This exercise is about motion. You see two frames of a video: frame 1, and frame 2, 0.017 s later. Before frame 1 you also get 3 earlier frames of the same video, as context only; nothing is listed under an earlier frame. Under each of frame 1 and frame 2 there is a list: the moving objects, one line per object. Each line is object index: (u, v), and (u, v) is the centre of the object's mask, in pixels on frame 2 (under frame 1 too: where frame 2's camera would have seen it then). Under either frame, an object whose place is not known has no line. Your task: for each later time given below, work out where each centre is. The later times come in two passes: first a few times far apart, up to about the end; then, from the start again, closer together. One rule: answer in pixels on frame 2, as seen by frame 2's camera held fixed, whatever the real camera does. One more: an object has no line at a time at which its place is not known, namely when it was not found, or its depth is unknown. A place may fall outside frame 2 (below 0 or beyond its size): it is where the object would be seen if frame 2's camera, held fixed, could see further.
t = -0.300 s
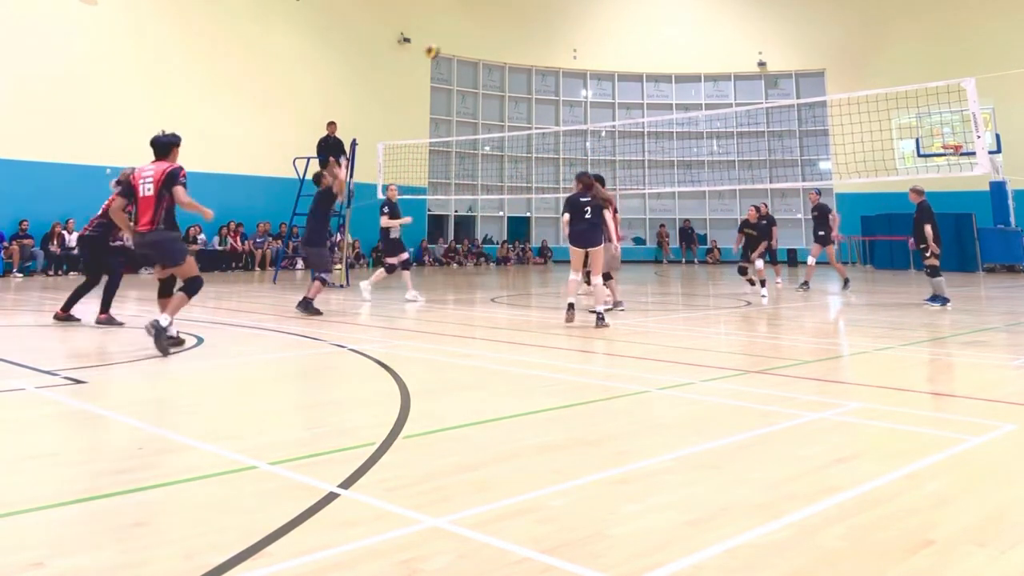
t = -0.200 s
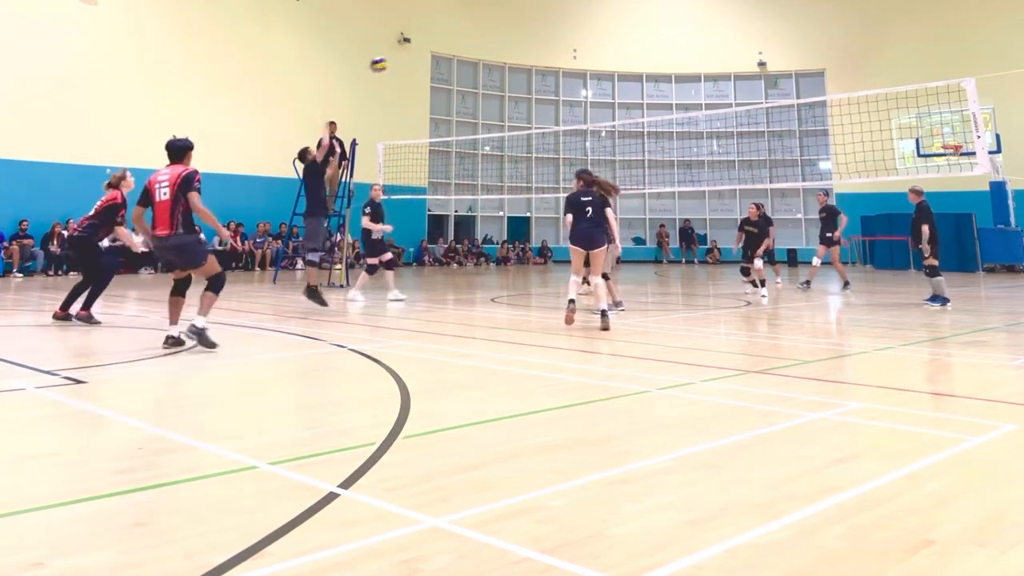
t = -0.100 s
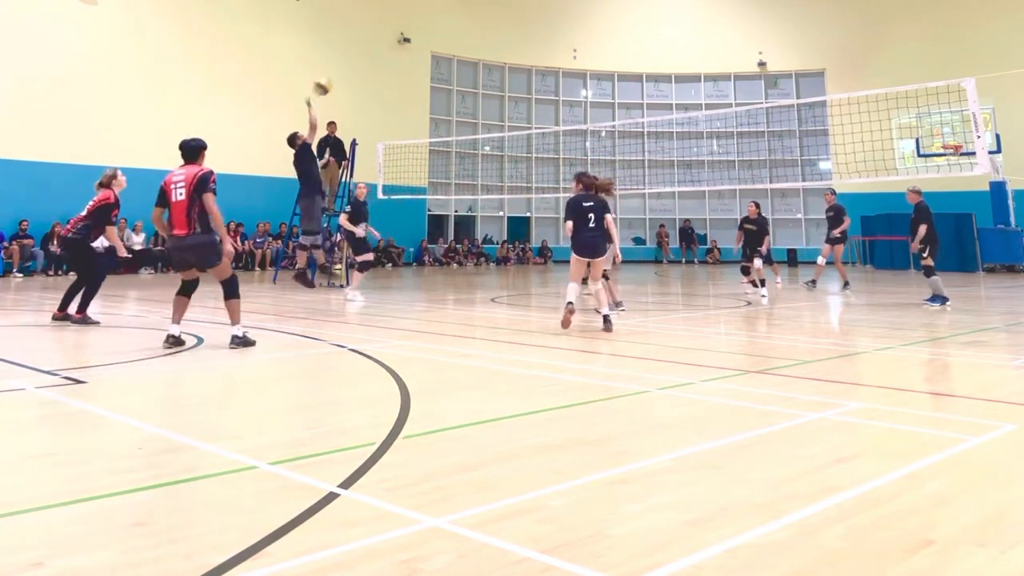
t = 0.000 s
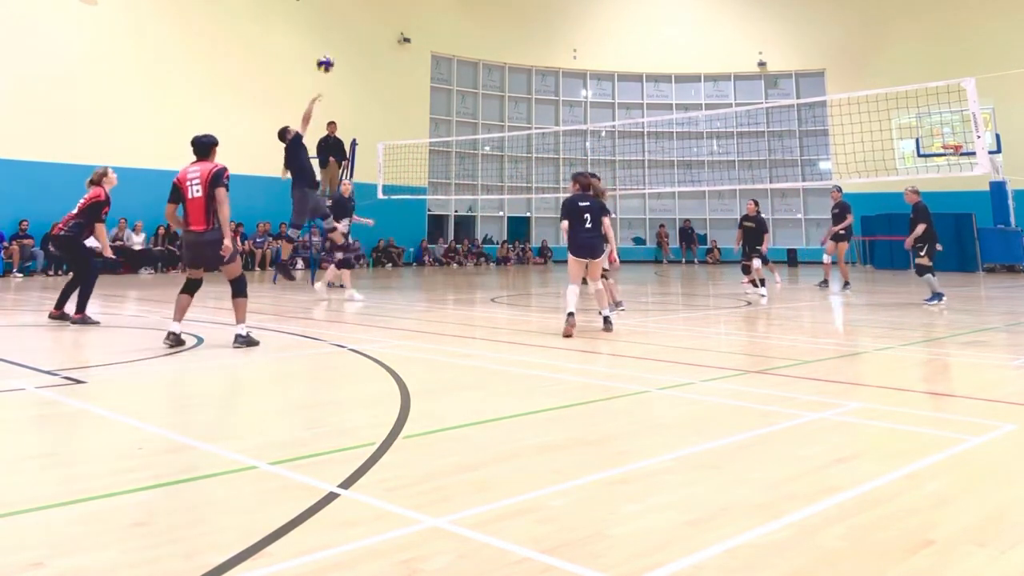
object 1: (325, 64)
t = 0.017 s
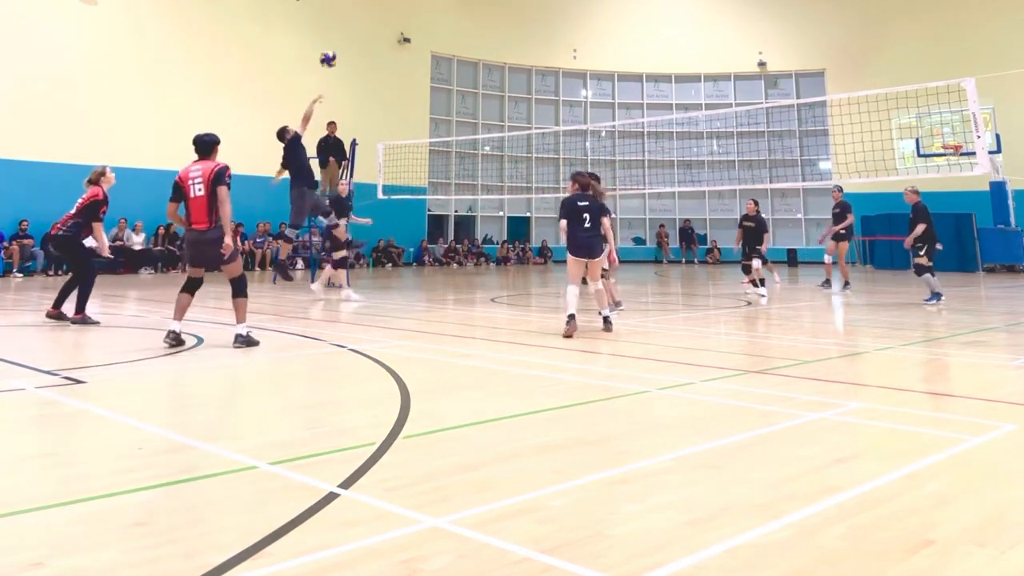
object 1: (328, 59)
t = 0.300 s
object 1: (385, 9)
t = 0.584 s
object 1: (439, 24)
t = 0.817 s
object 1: (487, 87)
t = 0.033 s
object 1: (332, 54)
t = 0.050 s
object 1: (335, 50)
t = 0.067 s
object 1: (337, 46)
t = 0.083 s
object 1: (341, 42)
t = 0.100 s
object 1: (345, 37)
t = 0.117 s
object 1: (349, 34)
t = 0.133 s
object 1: (352, 31)
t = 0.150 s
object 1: (355, 28)
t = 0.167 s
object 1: (358, 25)
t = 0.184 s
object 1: (362, 22)
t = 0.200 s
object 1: (365, 20)
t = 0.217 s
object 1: (368, 17)
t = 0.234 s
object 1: (371, 15)
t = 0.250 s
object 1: (374, 13)
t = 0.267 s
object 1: (378, 12)
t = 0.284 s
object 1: (381, 10)
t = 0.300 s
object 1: (385, 9)
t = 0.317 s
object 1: (387, 8)
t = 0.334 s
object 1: (391, 7)
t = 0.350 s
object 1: (394, 7)
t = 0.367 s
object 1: (397, 7)
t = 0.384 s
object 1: (401, 7)
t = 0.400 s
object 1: (404, 8)
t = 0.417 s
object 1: (406, 8)
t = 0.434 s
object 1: (410, 8)
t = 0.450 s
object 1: (413, 8)
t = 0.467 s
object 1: (416, 9)
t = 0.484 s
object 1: (420, 11)
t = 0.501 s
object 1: (423, 12)
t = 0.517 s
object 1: (426, 15)
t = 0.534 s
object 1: (429, 16)
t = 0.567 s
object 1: (436, 21)
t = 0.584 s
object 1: (439, 24)
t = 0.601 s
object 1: (443, 27)
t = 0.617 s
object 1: (446, 30)
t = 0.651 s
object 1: (453, 37)
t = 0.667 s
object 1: (456, 42)
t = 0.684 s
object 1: (459, 45)
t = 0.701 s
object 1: (463, 49)
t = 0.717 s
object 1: (465, 54)
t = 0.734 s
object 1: (470, 58)
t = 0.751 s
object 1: (473, 64)
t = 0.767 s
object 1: (476, 70)
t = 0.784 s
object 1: (479, 75)
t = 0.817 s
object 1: (487, 87)
